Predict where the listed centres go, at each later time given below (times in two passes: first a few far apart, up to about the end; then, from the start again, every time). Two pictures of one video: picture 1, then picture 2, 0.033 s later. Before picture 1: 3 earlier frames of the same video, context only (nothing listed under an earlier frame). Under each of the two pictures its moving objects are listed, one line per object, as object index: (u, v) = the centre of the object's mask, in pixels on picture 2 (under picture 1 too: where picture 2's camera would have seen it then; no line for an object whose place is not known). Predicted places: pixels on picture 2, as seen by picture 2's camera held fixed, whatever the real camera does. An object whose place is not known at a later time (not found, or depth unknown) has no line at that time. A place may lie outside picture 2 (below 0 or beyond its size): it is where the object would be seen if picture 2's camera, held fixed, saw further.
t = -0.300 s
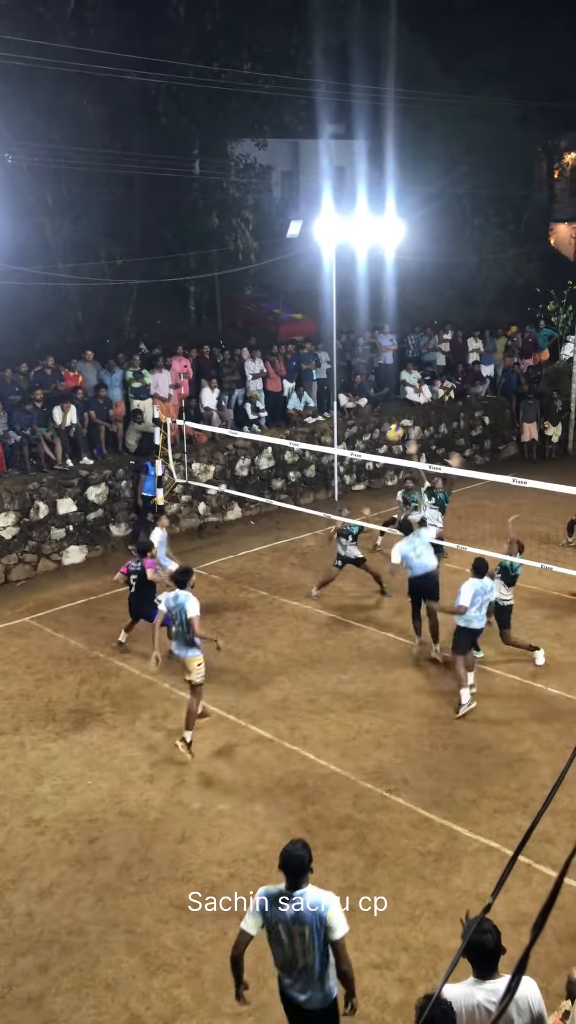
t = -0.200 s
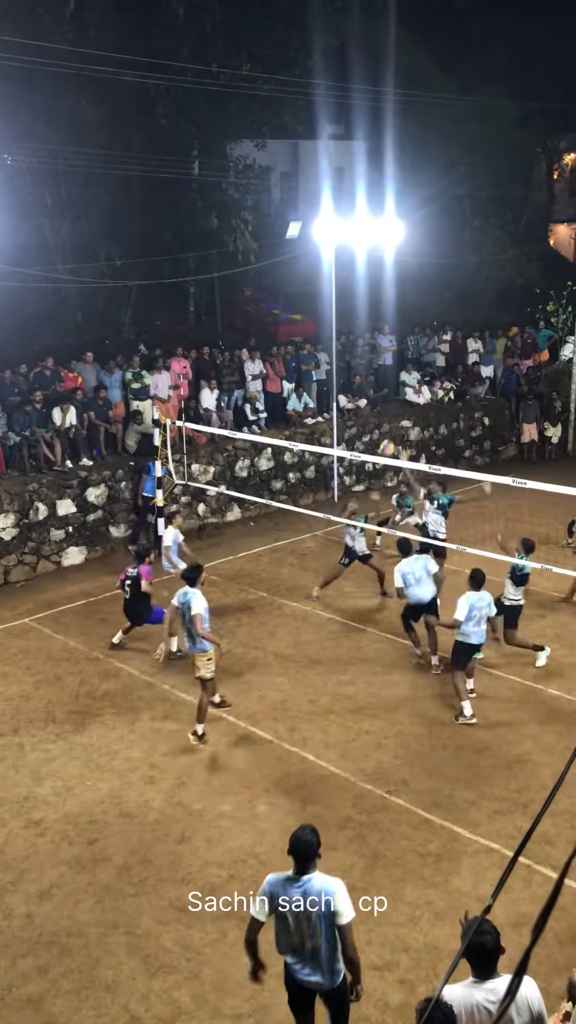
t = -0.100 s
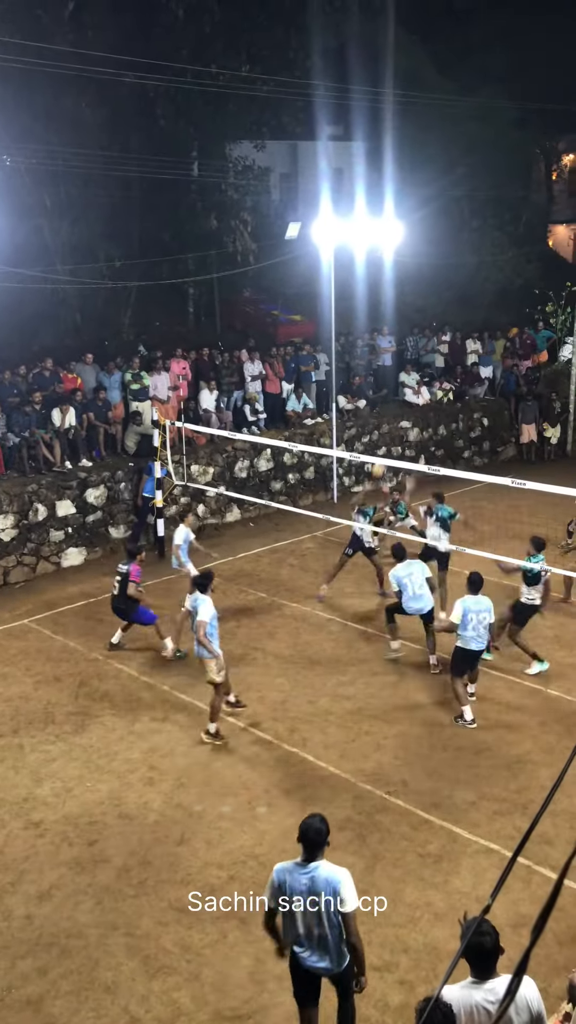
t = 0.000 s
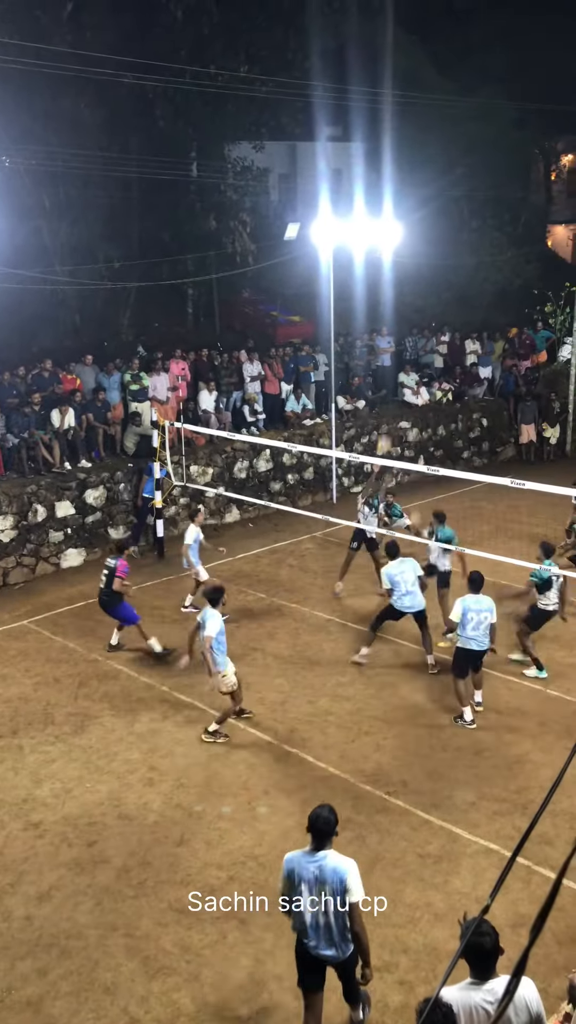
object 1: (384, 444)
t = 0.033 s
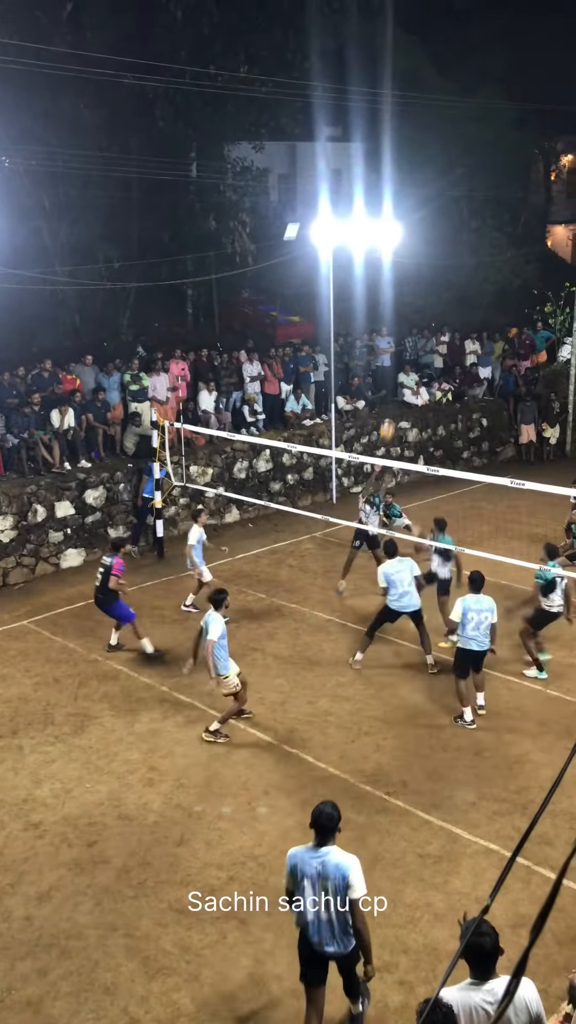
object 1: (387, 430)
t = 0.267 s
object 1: (412, 339)
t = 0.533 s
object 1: (440, 282)
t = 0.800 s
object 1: (463, 277)
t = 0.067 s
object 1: (391, 414)
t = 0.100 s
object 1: (395, 400)
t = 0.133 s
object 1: (397, 389)
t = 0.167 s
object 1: (402, 373)
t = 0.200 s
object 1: (406, 362)
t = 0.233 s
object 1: (409, 349)
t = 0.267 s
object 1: (412, 339)
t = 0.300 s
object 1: (416, 330)
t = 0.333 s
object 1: (420, 321)
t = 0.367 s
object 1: (423, 313)
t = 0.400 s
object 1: (426, 305)
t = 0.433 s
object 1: (430, 298)
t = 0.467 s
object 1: (433, 292)
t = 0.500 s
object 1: (437, 287)
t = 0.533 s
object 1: (440, 282)
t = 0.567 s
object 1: (443, 279)
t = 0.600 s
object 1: (446, 276)
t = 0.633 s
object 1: (448, 274)
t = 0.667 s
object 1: (452, 273)
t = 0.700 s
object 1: (454, 272)
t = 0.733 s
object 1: (457, 273)
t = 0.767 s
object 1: (460, 274)
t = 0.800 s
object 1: (463, 277)
